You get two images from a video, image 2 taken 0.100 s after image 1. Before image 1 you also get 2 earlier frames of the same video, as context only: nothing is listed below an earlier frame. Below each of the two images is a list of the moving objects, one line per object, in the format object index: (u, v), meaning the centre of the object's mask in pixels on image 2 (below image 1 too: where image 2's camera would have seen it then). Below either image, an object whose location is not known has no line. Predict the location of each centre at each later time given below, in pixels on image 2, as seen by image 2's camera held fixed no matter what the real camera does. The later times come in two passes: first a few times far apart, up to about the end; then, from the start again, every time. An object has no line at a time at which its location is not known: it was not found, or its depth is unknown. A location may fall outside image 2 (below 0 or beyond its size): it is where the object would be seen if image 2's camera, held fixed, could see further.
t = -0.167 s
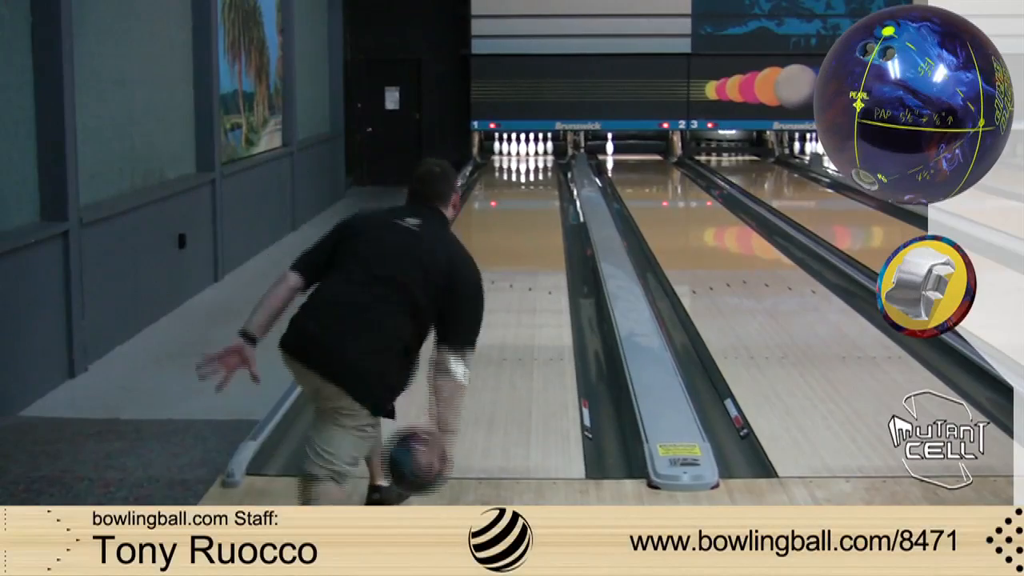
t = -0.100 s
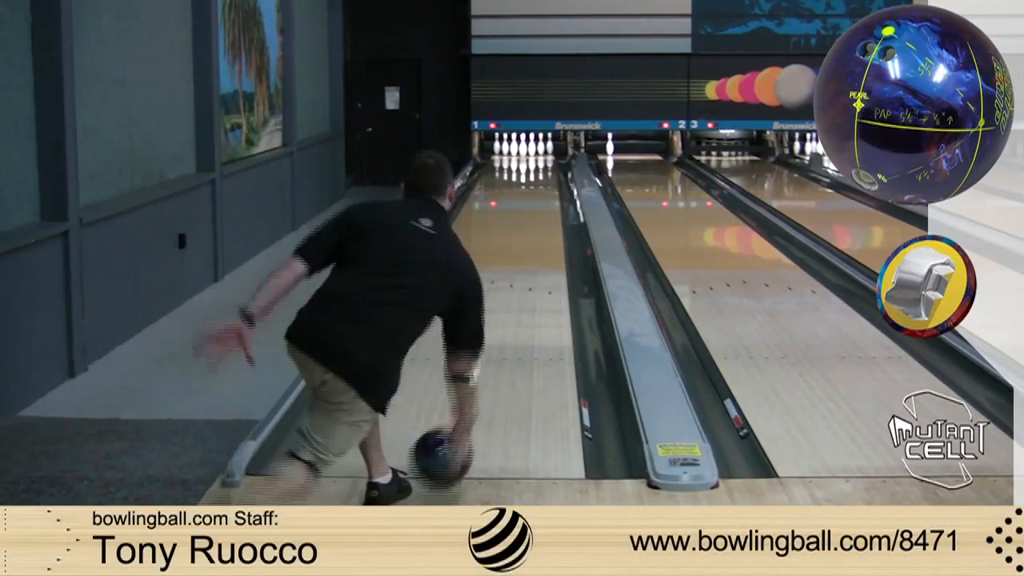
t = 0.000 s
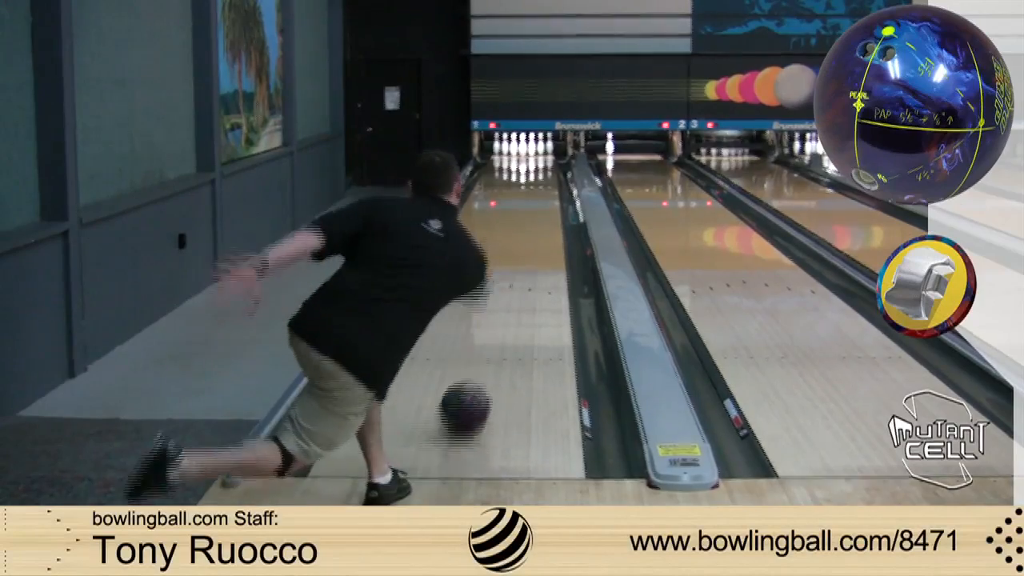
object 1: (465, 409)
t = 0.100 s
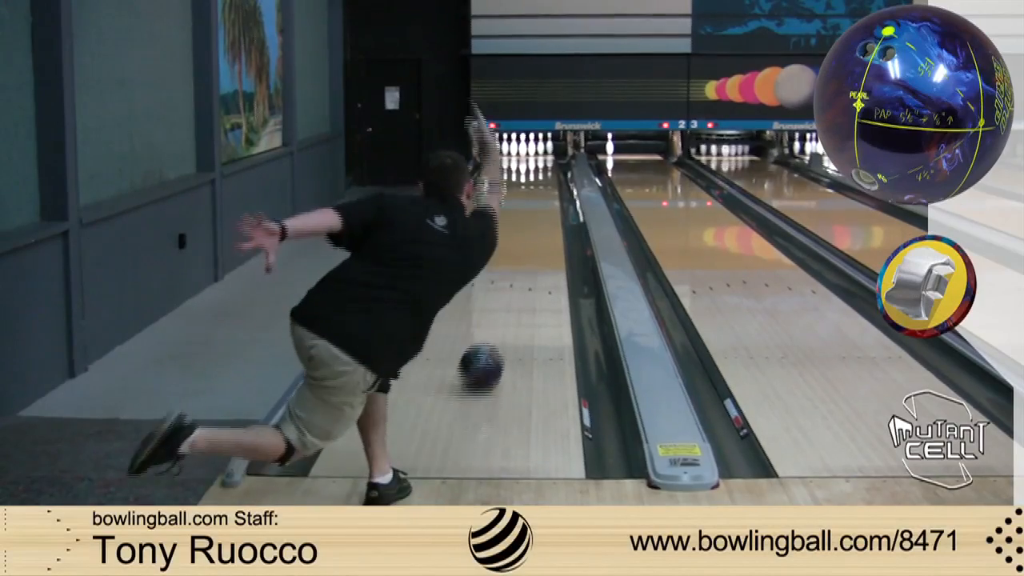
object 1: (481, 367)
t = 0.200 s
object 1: (494, 334)
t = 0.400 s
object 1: (512, 285)
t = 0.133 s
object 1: (486, 355)
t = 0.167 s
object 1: (490, 345)
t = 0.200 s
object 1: (494, 334)
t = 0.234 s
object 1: (498, 324)
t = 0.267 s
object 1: (501, 316)
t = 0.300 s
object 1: (505, 307)
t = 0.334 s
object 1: (507, 299)
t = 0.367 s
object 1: (510, 292)
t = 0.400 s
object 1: (512, 285)
